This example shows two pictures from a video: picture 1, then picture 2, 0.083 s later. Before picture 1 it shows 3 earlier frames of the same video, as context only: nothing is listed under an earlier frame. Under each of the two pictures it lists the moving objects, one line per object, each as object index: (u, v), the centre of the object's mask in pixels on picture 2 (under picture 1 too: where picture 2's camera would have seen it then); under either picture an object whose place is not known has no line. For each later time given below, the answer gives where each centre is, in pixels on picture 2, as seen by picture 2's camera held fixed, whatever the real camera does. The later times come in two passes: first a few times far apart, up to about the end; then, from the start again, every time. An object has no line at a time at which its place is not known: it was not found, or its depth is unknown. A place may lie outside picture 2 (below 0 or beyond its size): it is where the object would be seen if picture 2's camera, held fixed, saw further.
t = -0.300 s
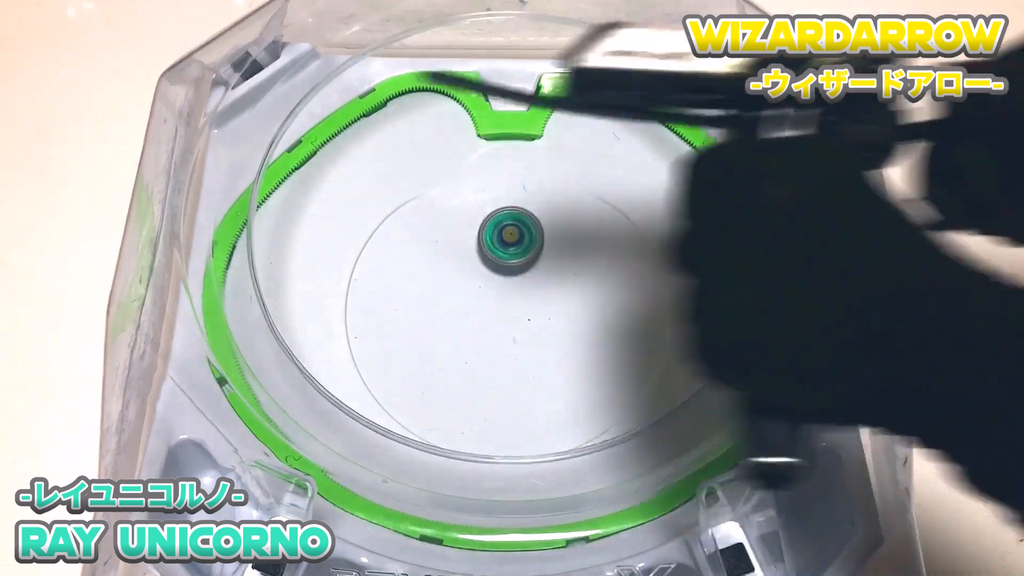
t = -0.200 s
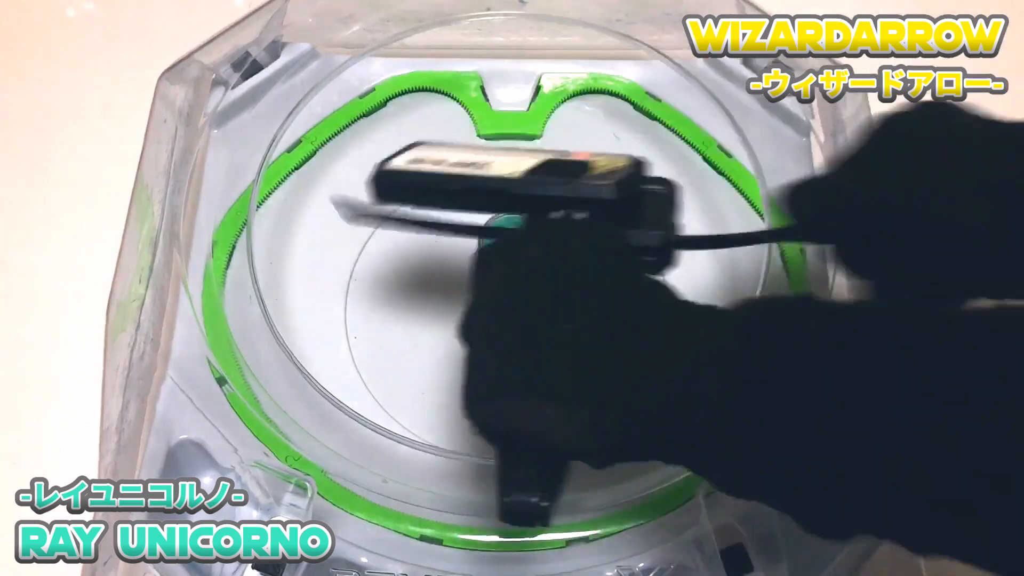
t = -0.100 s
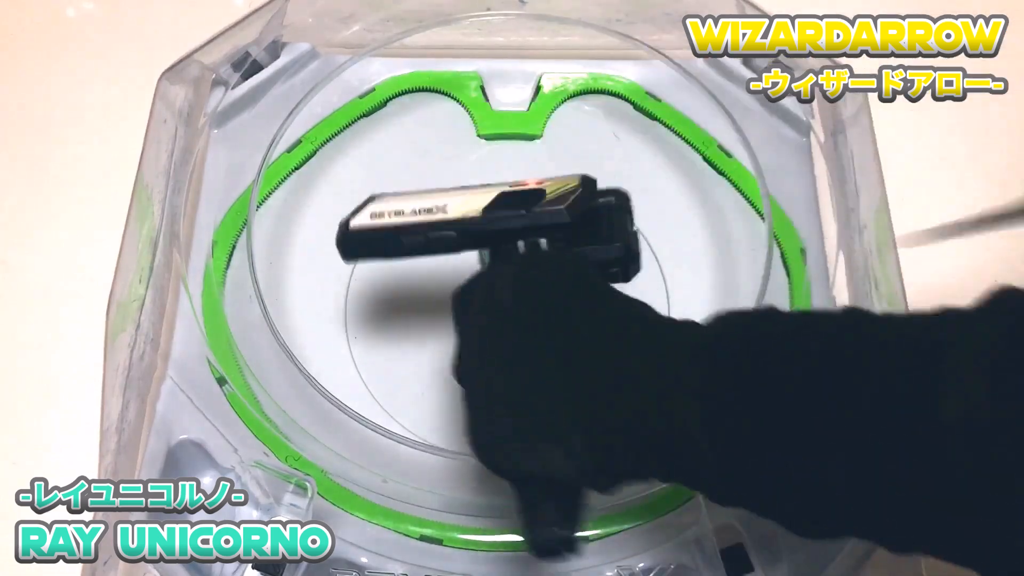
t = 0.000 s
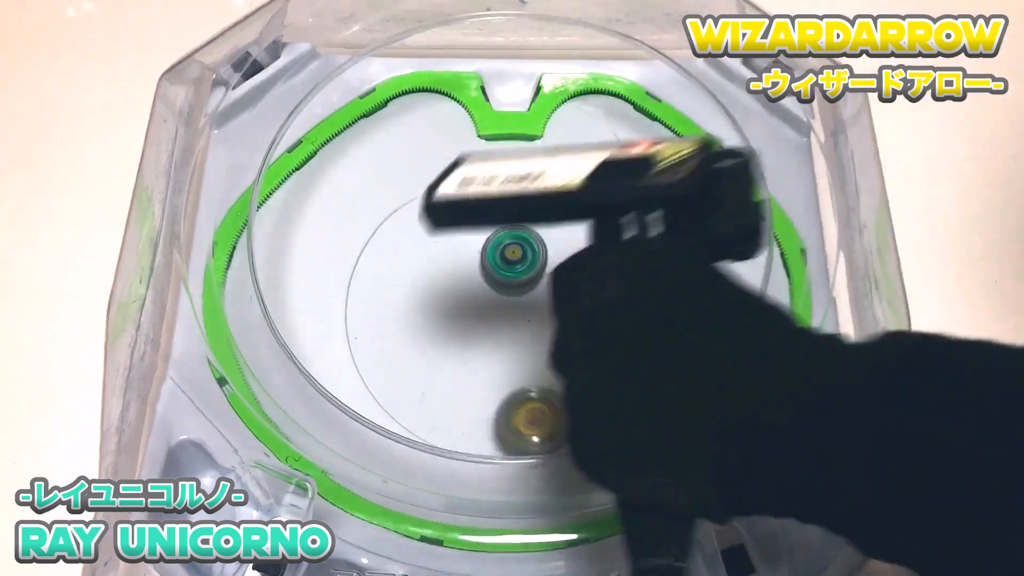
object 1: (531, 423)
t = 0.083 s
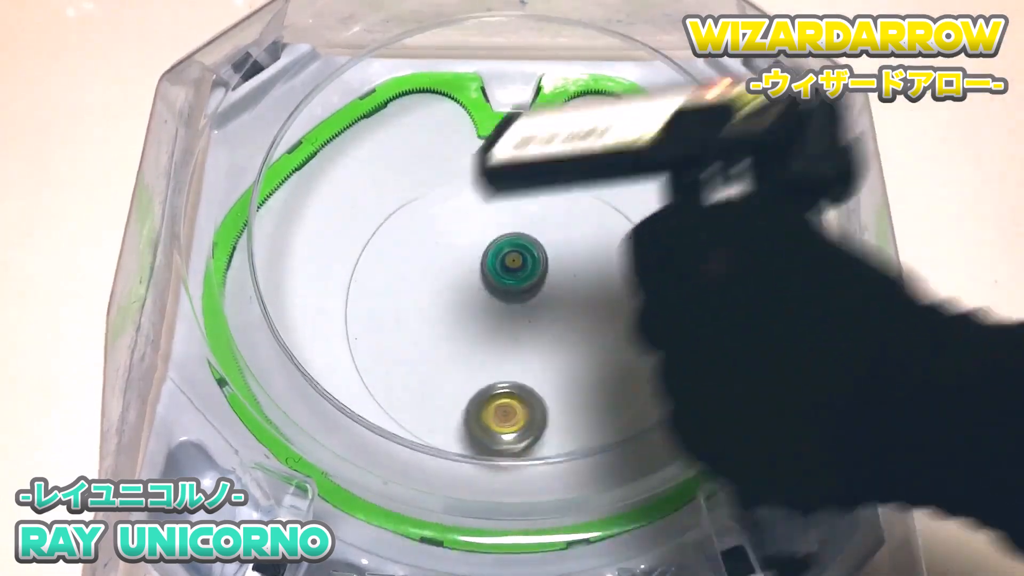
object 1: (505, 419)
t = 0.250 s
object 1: (444, 443)
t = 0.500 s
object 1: (332, 439)
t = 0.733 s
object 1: (307, 389)
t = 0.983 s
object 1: (246, 319)
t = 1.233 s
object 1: (255, 247)
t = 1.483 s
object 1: (277, 189)
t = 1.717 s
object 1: (311, 160)
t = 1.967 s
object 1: (353, 120)
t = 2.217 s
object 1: (411, 84)
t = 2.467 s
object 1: (435, 87)
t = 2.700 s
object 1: (443, 95)
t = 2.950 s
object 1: (471, 154)
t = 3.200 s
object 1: (530, 205)
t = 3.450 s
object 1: (572, 255)
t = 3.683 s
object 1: (605, 273)
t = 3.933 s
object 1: (590, 247)
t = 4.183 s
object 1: (515, 288)
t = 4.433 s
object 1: (493, 364)
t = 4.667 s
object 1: (561, 396)
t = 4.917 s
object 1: (570, 328)
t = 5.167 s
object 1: (526, 308)
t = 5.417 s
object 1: (480, 328)
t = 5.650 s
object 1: (485, 355)
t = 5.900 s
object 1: (508, 327)
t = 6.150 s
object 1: (523, 307)
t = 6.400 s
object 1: (522, 310)
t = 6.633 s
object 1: (540, 307)
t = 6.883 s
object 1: (554, 335)
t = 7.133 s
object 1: (576, 322)
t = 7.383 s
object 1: (560, 314)
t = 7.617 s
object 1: (571, 318)
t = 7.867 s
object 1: (536, 317)
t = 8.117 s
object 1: (553, 319)
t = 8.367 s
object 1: (518, 293)
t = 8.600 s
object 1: (484, 301)
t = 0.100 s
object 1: (499, 422)
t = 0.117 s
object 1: (494, 426)
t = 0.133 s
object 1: (486, 437)
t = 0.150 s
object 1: (480, 440)
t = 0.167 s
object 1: (474, 439)
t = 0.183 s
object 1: (468, 437)
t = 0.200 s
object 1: (461, 436)
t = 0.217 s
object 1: (456, 437)
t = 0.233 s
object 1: (450, 439)
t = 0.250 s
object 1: (444, 443)
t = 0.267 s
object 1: (436, 441)
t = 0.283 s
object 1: (428, 439)
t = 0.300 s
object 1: (420, 440)
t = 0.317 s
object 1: (413, 442)
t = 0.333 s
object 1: (406, 443)
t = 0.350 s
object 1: (398, 441)
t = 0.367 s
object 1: (390, 440)
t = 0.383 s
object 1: (384, 440)
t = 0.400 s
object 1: (376, 440)
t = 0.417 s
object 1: (368, 440)
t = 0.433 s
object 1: (361, 440)
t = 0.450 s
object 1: (353, 440)
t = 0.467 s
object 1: (346, 439)
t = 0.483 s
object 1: (340, 439)
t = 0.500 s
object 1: (332, 439)
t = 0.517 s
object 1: (325, 439)
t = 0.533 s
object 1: (318, 439)
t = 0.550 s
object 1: (316, 436)
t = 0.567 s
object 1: (317, 430)
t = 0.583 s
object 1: (318, 425)
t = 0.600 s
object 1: (315, 424)
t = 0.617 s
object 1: (313, 421)
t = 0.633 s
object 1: (316, 413)
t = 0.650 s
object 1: (315, 408)
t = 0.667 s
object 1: (314, 405)
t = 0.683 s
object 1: (313, 400)
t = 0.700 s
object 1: (313, 396)
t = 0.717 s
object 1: (310, 392)
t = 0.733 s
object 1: (307, 389)
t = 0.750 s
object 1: (305, 384)
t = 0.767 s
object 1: (301, 380)
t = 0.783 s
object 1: (298, 376)
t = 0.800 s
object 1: (294, 371)
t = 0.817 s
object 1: (290, 367)
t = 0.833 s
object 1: (287, 362)
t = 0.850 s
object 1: (283, 358)
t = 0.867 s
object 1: (279, 353)
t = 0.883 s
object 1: (274, 349)
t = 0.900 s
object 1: (269, 344)
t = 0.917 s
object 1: (265, 339)
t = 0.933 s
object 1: (260, 334)
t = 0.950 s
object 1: (255, 329)
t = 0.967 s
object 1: (250, 324)
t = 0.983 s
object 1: (246, 319)
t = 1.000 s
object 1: (235, 315)
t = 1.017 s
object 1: (232, 309)
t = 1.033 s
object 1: (230, 304)
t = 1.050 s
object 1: (232, 300)
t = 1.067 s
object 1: (242, 295)
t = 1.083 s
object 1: (245, 291)
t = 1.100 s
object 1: (249, 286)
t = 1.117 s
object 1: (251, 282)
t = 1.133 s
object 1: (252, 278)
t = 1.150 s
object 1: (252, 274)
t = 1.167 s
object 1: (252, 267)
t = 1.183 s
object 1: (256, 263)
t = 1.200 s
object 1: (256, 257)
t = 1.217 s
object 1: (255, 252)
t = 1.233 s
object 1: (255, 247)
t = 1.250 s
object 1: (255, 241)
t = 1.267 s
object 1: (248, 234)
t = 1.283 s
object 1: (248, 228)
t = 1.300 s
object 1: (248, 224)
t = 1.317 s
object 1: (249, 221)
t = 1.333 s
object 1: (256, 218)
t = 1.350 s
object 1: (259, 216)
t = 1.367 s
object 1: (263, 213)
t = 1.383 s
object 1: (266, 210)
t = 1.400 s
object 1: (268, 207)
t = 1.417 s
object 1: (271, 204)
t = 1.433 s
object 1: (273, 201)
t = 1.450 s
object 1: (274, 197)
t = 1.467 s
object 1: (276, 193)
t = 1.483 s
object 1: (277, 189)
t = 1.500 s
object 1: (279, 187)
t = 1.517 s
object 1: (281, 186)
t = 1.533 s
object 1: (284, 186)
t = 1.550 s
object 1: (288, 185)
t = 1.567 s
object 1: (291, 184)
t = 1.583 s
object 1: (293, 182)
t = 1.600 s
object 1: (298, 181)
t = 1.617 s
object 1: (300, 177)
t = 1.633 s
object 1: (302, 176)
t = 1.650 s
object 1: (304, 172)
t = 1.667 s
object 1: (306, 169)
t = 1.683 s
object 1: (307, 166)
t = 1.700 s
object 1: (309, 163)
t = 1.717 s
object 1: (311, 160)
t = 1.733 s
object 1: (314, 156)
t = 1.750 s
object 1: (316, 153)
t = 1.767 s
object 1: (318, 150)
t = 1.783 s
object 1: (320, 146)
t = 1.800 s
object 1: (322, 143)
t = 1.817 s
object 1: (324, 140)
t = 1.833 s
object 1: (327, 138)
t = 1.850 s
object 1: (330, 136)
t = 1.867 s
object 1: (333, 135)
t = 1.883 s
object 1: (336, 132)
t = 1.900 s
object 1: (339, 130)
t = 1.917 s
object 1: (343, 128)
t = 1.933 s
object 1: (346, 125)
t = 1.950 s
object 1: (349, 123)
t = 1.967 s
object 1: (353, 120)
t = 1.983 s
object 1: (356, 118)
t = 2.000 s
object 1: (360, 116)
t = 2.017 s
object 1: (363, 112)
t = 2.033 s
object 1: (367, 110)
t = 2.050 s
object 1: (371, 107)
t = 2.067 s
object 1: (374, 104)
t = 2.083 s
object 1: (378, 102)
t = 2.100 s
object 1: (382, 100)
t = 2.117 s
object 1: (386, 97)
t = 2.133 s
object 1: (391, 95)
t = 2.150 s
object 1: (395, 93)
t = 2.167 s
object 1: (399, 91)
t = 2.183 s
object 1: (403, 89)
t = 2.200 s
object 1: (407, 86)
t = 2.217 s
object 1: (411, 84)
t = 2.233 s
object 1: (415, 84)
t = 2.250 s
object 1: (418, 84)
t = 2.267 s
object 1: (421, 83)
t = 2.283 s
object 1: (423, 84)
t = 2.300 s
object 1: (425, 84)
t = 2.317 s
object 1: (427, 84)
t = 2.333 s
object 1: (429, 84)
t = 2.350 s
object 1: (431, 84)
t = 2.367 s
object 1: (432, 85)
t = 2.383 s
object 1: (433, 85)
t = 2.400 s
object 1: (433, 85)
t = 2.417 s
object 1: (434, 85)
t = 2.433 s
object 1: (435, 86)
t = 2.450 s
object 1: (435, 86)
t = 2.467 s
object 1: (435, 87)
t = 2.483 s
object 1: (436, 87)
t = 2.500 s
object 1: (436, 87)
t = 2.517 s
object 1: (436, 87)
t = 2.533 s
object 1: (436, 88)
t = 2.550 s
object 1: (437, 88)
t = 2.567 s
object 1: (437, 88)
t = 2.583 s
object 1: (437, 89)
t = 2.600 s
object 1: (438, 89)
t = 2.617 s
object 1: (438, 90)
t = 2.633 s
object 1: (439, 90)
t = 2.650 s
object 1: (440, 91)
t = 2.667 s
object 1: (441, 92)
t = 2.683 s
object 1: (442, 93)
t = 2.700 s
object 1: (443, 95)
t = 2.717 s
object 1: (444, 96)
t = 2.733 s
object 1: (446, 98)
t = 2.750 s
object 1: (447, 100)
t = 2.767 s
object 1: (449, 103)
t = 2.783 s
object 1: (451, 106)
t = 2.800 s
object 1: (452, 109)
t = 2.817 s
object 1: (453, 112)
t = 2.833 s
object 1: (455, 115)
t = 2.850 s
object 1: (457, 118)
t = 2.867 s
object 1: (459, 124)
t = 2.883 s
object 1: (461, 130)
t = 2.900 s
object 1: (463, 135)
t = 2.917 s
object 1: (465, 141)
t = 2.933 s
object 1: (468, 147)
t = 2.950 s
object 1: (471, 154)
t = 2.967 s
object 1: (474, 160)
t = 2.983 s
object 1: (477, 168)
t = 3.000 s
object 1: (480, 176)
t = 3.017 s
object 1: (483, 184)
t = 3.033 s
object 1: (486, 194)
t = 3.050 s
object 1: (489, 202)
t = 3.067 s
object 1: (492, 207)
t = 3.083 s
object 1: (497, 203)
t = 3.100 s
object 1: (502, 200)
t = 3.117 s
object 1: (508, 198)
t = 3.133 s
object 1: (513, 198)
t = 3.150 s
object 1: (519, 198)
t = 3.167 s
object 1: (523, 200)
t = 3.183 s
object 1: (527, 202)
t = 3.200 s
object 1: (530, 205)
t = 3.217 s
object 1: (533, 208)
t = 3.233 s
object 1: (536, 212)
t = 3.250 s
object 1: (539, 215)
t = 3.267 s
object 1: (541, 219)
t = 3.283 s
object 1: (544, 223)
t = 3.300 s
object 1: (547, 227)
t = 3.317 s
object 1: (549, 230)
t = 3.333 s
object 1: (552, 234)
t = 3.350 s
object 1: (555, 237)
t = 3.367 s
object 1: (558, 240)
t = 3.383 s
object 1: (560, 244)
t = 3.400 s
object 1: (563, 247)
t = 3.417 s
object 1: (566, 250)
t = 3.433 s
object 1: (569, 252)
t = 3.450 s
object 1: (572, 255)
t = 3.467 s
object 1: (575, 258)
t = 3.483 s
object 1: (578, 260)
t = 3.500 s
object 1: (580, 262)
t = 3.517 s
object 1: (583, 264)
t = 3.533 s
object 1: (586, 265)
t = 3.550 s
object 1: (589, 266)
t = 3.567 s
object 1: (591, 267)
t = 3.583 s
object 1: (593, 269)
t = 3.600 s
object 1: (596, 269)
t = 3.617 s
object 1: (598, 270)
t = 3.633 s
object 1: (600, 271)
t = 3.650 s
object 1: (602, 271)
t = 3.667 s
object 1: (603, 272)
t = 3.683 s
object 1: (605, 273)
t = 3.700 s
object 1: (606, 273)
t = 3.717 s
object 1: (607, 273)
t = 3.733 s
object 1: (608, 274)
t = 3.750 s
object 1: (609, 274)
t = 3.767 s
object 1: (611, 274)
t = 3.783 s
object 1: (611, 275)
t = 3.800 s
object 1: (612, 275)
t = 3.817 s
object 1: (613, 275)
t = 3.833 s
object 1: (613, 276)
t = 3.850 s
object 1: (610, 270)
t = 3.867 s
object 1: (607, 262)
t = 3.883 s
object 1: (603, 257)
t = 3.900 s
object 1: (598, 254)
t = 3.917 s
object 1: (594, 251)
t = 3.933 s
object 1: (590, 247)
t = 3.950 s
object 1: (586, 244)
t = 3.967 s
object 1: (582, 242)
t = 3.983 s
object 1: (577, 242)
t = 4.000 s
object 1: (572, 242)
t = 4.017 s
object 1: (566, 244)
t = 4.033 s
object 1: (560, 245)
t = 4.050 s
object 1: (554, 248)
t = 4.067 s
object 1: (548, 252)
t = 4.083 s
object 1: (542, 256)
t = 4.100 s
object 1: (536, 260)
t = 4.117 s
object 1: (531, 265)
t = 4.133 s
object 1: (526, 270)
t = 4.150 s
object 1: (522, 276)
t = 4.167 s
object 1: (518, 282)
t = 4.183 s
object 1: (515, 288)
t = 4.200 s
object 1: (512, 294)
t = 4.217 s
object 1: (510, 300)
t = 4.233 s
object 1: (505, 304)
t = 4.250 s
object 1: (500, 309)
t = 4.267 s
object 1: (495, 313)
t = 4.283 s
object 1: (491, 318)
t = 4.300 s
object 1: (489, 323)
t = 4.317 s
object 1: (487, 328)
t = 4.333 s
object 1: (486, 333)
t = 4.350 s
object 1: (485, 338)
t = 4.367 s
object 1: (485, 343)
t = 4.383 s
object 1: (486, 349)
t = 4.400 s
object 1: (488, 354)
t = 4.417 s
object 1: (490, 359)
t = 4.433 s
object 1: (493, 364)
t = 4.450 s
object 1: (496, 369)
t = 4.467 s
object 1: (499, 374)
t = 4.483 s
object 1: (503, 378)
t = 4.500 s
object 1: (507, 382)
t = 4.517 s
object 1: (511, 386)
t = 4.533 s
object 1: (516, 388)
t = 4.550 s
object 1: (521, 392)
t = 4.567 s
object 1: (527, 393)
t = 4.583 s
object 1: (532, 395)
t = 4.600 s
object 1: (538, 397)
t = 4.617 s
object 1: (544, 397)
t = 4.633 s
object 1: (550, 398)
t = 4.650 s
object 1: (556, 397)
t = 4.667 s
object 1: (561, 396)
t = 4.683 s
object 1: (566, 394)
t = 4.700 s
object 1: (571, 391)
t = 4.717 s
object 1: (575, 388)
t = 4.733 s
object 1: (579, 384)
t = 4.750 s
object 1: (582, 380)
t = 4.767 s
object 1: (584, 375)
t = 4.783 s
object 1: (586, 370)
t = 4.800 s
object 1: (586, 365)
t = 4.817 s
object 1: (586, 360)
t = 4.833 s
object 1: (585, 354)
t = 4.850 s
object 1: (583, 349)
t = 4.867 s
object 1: (581, 343)
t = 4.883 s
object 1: (578, 338)
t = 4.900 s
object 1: (575, 332)
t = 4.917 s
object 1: (570, 328)
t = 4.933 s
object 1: (568, 324)
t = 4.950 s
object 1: (569, 322)
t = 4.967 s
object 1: (569, 320)
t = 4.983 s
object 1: (567, 318)
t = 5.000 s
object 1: (565, 317)
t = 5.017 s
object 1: (561, 315)
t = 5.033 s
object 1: (556, 313)
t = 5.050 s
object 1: (551, 311)
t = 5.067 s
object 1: (546, 309)
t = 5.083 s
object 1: (539, 308)
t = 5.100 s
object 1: (534, 306)
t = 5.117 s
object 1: (529, 304)
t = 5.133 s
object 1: (527, 305)
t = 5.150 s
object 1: (527, 306)
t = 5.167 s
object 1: (526, 308)
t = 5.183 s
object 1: (524, 309)
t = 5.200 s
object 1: (521, 310)
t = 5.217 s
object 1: (517, 310)
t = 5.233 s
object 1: (513, 311)
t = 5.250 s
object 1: (509, 312)
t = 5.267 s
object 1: (506, 313)
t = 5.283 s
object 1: (502, 314)
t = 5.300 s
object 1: (499, 315)
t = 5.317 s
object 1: (496, 317)
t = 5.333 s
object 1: (493, 318)
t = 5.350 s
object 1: (490, 320)
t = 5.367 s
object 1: (487, 322)
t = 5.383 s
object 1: (485, 324)
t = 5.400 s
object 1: (483, 326)
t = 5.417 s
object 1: (480, 328)
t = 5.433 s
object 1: (479, 331)
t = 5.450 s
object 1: (477, 333)
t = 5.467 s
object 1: (476, 336)
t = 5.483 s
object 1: (476, 339)
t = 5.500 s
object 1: (476, 341)
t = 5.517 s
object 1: (475, 344)
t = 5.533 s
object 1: (476, 346)
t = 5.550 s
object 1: (476, 348)
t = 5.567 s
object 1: (477, 350)
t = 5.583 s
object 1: (478, 352)
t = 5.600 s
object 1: (480, 353)
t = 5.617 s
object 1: (481, 354)
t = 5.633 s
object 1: (483, 355)
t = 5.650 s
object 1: (485, 355)
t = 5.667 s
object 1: (487, 356)
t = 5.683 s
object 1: (490, 356)
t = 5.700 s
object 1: (492, 355)
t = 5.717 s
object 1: (494, 354)
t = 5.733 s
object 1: (496, 353)
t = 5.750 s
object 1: (498, 352)
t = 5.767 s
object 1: (500, 350)
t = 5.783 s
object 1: (502, 348)
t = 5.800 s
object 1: (504, 345)
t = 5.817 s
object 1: (506, 343)
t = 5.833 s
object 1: (507, 340)
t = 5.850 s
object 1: (507, 337)
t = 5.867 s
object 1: (508, 334)
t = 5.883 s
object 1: (508, 331)
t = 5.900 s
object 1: (508, 327)
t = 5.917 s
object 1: (510, 326)
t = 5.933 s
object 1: (513, 326)
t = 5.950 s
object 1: (515, 326)
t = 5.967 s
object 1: (517, 324)
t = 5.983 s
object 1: (518, 322)
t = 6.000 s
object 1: (519, 319)
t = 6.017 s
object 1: (520, 317)
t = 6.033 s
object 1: (520, 314)
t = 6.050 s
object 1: (520, 310)
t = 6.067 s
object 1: (519, 307)
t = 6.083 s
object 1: (518, 303)
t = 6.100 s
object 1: (520, 303)
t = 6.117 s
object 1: (521, 305)
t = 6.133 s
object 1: (522, 306)
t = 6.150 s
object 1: (523, 307)
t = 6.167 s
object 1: (523, 308)
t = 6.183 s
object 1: (524, 308)
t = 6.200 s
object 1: (523, 307)
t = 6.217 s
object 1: (523, 306)
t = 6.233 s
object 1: (522, 304)
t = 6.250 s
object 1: (522, 302)
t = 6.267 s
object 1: (521, 300)
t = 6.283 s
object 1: (520, 298)
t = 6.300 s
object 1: (519, 296)
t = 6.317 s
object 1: (519, 294)
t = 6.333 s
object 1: (518, 294)
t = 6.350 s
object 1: (520, 299)
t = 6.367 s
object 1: (521, 304)
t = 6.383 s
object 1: (522, 308)
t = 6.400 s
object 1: (522, 310)
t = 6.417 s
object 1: (523, 312)
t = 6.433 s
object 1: (524, 314)
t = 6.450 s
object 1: (525, 314)
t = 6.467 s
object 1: (527, 315)
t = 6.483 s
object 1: (528, 315)
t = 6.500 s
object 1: (530, 314)
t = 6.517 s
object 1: (532, 314)
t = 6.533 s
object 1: (533, 313)
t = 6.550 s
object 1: (535, 312)
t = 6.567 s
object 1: (536, 311)
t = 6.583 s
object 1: (537, 310)
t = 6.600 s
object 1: (538, 309)
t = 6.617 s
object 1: (539, 308)
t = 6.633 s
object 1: (540, 307)
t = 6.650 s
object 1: (540, 306)
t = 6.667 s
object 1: (541, 305)
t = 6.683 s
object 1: (541, 303)
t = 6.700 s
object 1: (541, 302)
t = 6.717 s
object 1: (542, 304)
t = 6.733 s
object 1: (543, 305)
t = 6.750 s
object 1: (543, 306)
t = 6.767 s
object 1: (544, 306)
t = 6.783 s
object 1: (543, 306)
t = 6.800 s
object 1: (543, 305)
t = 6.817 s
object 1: (544, 310)
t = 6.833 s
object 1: (547, 318)
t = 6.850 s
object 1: (549, 324)
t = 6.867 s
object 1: (552, 330)
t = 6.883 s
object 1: (554, 335)
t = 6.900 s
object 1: (556, 338)
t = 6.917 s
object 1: (558, 340)
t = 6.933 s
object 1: (559, 341)
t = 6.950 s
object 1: (561, 342)
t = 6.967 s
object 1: (563, 342)
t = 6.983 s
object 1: (565, 341)
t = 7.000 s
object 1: (567, 340)
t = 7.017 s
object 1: (569, 338)
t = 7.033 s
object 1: (570, 337)
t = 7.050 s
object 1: (573, 334)
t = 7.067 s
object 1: (574, 332)
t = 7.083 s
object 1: (575, 330)
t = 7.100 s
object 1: (576, 327)
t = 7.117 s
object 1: (576, 325)
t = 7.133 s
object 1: (576, 322)
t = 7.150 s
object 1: (576, 320)
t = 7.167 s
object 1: (576, 318)
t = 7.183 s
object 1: (575, 315)
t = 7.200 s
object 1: (573, 313)
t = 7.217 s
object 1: (571, 311)
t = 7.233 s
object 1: (569, 310)
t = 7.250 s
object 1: (567, 308)
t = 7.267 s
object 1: (564, 308)
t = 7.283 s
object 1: (561, 306)
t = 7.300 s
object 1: (557, 305)
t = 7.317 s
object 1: (554, 304)
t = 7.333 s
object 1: (551, 303)
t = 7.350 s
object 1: (549, 303)
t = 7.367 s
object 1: (555, 310)
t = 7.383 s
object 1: (560, 314)
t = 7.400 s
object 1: (565, 318)
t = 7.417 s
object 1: (569, 322)
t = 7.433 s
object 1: (571, 324)
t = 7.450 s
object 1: (573, 325)
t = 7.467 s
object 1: (573, 326)
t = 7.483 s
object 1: (574, 326)
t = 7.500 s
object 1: (574, 326)
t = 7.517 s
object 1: (574, 325)
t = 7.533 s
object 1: (574, 324)
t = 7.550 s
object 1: (573, 323)
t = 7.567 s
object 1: (573, 322)
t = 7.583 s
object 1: (572, 321)
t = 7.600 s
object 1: (572, 319)
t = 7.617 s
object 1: (571, 318)
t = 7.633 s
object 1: (570, 317)
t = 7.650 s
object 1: (568, 317)
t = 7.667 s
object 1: (567, 316)
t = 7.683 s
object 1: (565, 315)
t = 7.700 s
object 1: (563, 315)
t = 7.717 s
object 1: (561, 315)
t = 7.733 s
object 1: (558, 315)
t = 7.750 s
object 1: (556, 315)
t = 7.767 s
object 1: (553, 314)
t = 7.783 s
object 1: (550, 315)
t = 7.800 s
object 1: (548, 314)
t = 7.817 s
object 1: (544, 315)
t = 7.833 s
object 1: (542, 316)
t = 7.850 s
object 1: (539, 316)
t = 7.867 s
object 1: (536, 317)
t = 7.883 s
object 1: (533, 318)
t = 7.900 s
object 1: (530, 319)
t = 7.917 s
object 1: (527, 320)
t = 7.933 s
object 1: (524, 322)
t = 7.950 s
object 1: (522, 322)
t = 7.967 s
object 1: (519, 323)
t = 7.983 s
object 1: (517, 325)
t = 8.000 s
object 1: (516, 327)
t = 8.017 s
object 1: (525, 326)
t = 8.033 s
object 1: (533, 325)
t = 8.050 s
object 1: (540, 324)
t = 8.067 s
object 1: (545, 323)
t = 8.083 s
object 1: (549, 322)
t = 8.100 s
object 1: (551, 321)
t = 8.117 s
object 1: (553, 319)
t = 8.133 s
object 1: (553, 318)
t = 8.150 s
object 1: (553, 317)
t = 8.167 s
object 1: (552, 315)
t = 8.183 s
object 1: (550, 313)
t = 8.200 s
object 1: (549, 311)
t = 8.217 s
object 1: (546, 308)
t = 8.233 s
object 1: (544, 306)
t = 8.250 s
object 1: (541, 304)
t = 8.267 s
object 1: (539, 301)
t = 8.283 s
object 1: (536, 299)
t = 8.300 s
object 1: (533, 298)
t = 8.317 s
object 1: (529, 296)
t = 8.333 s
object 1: (526, 295)
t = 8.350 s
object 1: (522, 293)
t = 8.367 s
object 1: (518, 293)
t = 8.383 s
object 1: (515, 291)
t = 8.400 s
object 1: (511, 291)
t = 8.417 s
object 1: (507, 292)
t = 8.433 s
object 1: (503, 292)
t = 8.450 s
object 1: (499, 293)
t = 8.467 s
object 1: (495, 294)
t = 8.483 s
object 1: (492, 296)
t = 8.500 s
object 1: (488, 297)
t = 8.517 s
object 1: (485, 299)
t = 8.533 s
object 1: (482, 301)
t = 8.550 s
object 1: (480, 304)
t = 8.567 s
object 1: (479, 305)
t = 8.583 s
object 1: (482, 303)
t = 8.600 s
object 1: (484, 301)
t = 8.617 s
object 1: (486, 300)
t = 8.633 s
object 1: (488, 300)
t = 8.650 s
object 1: (489, 300)
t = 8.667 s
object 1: (490, 300)
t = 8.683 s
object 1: (491, 301)
